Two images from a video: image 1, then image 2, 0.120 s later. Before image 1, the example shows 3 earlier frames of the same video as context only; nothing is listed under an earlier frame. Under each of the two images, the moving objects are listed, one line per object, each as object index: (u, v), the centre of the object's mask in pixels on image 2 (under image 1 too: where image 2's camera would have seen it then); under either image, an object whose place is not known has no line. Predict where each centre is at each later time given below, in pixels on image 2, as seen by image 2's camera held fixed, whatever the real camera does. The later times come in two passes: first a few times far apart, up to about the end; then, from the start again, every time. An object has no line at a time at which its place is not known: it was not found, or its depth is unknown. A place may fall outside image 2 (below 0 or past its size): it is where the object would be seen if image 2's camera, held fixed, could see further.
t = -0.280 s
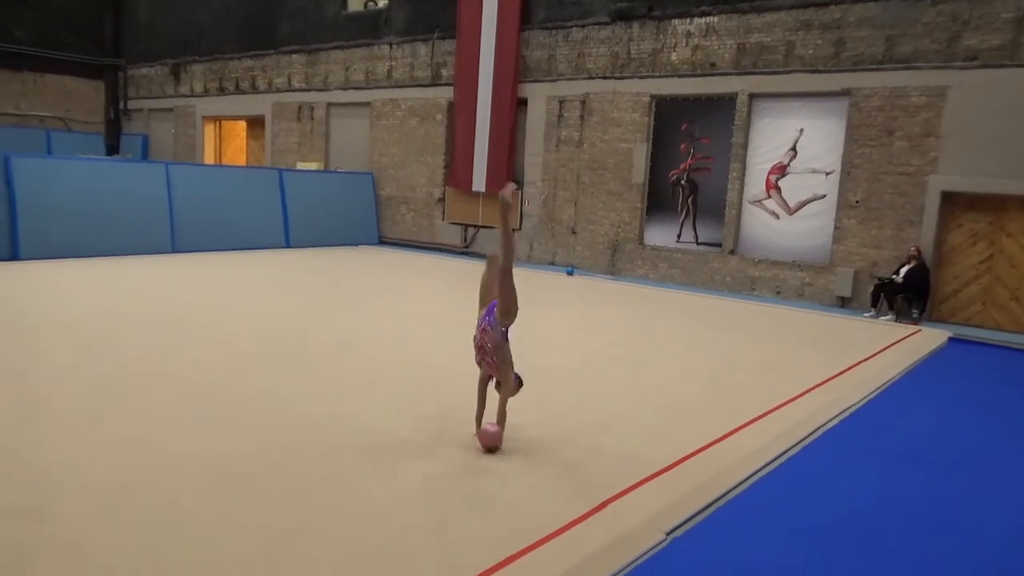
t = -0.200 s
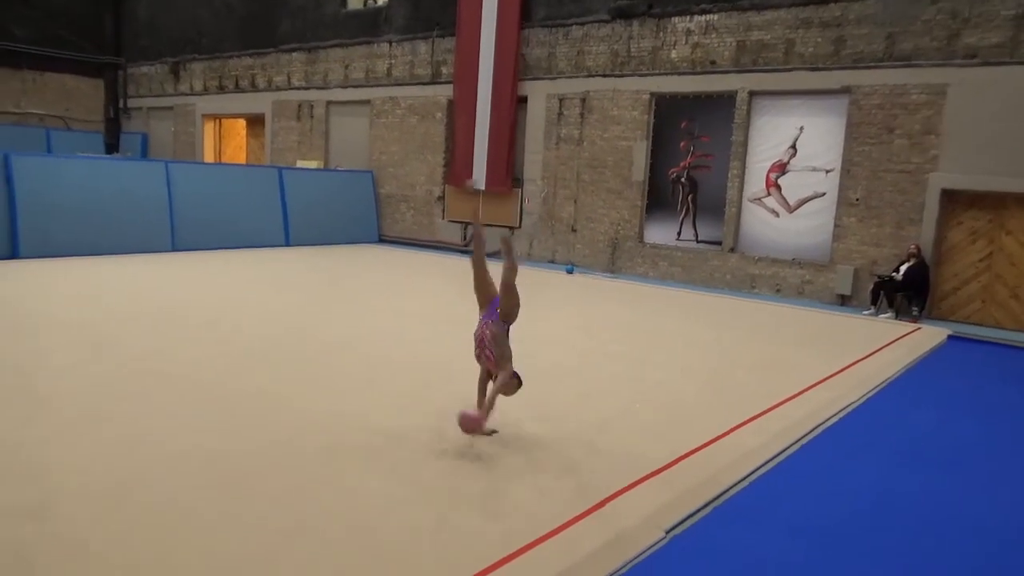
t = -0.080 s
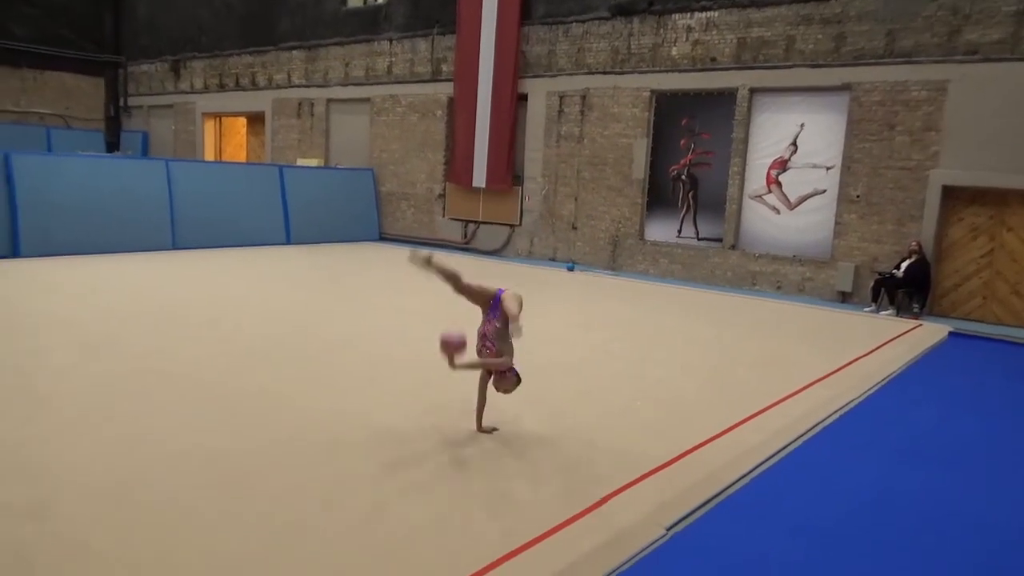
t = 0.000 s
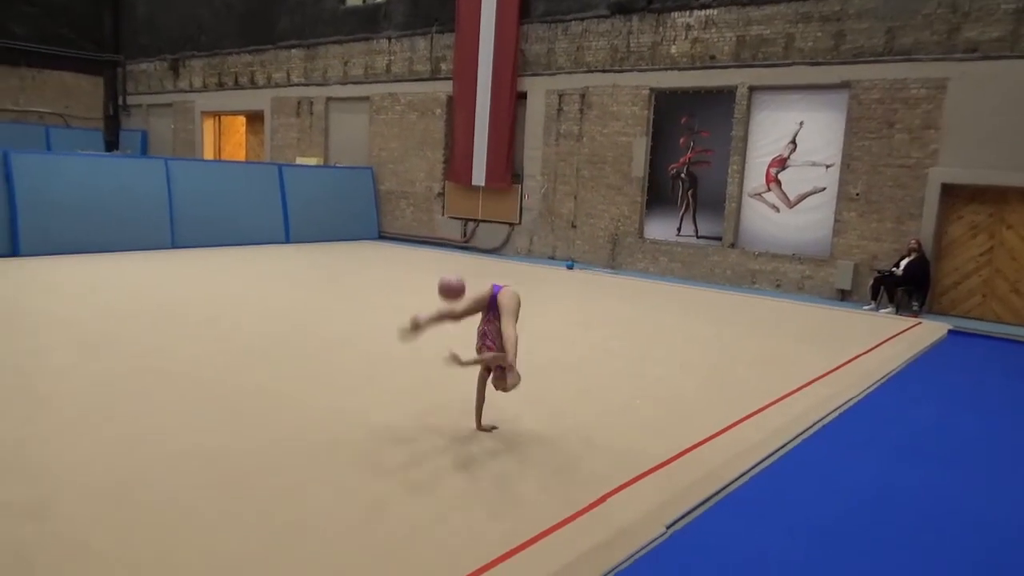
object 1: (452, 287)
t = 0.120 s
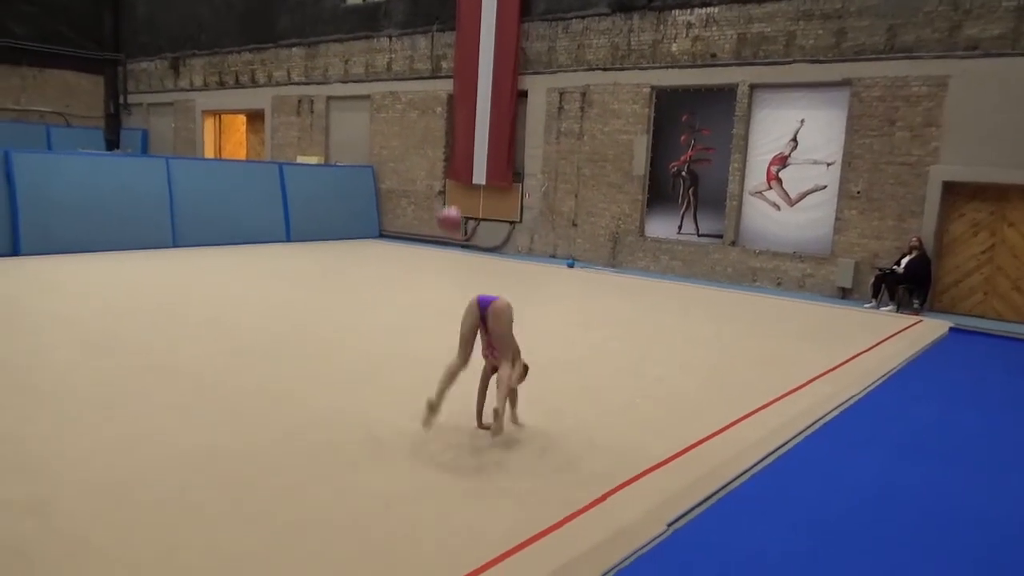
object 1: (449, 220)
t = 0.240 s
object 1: (448, 174)
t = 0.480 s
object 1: (441, 149)
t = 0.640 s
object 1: (433, 182)
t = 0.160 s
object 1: (449, 202)
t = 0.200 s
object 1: (449, 188)
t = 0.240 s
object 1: (448, 174)
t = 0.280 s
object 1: (448, 165)
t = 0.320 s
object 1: (446, 158)
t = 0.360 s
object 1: (445, 152)
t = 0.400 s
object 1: (444, 149)
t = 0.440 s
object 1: (443, 148)
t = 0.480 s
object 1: (441, 149)
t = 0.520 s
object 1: (439, 154)
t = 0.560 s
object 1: (438, 161)
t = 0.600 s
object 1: (436, 170)
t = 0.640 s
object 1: (433, 182)
